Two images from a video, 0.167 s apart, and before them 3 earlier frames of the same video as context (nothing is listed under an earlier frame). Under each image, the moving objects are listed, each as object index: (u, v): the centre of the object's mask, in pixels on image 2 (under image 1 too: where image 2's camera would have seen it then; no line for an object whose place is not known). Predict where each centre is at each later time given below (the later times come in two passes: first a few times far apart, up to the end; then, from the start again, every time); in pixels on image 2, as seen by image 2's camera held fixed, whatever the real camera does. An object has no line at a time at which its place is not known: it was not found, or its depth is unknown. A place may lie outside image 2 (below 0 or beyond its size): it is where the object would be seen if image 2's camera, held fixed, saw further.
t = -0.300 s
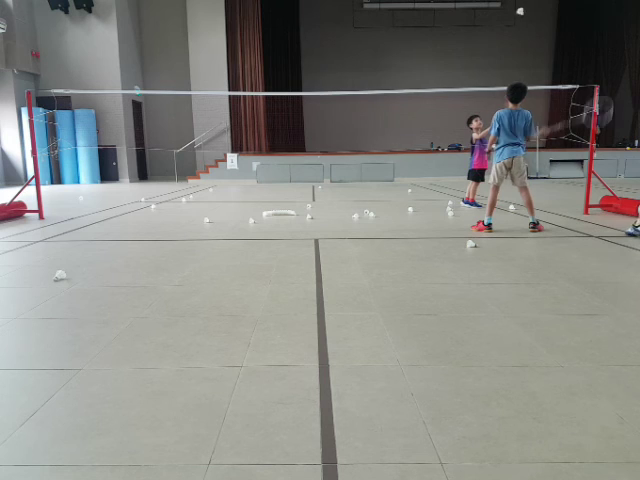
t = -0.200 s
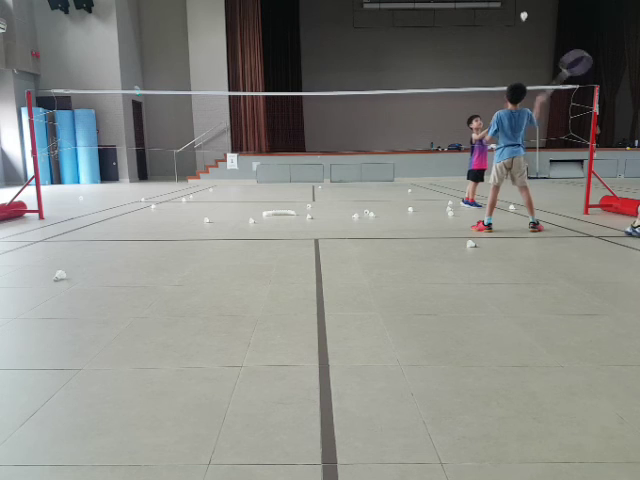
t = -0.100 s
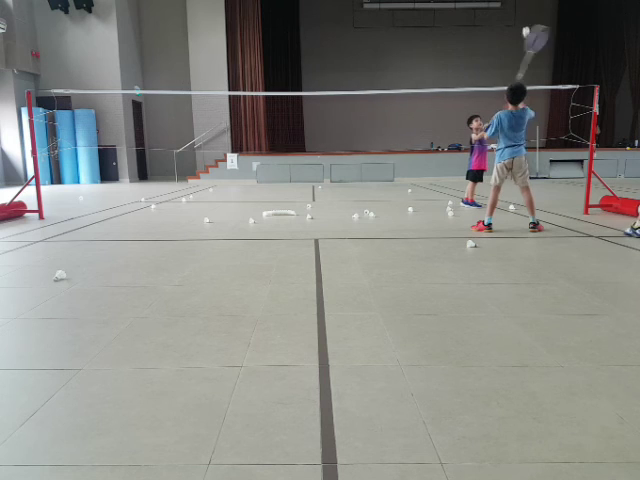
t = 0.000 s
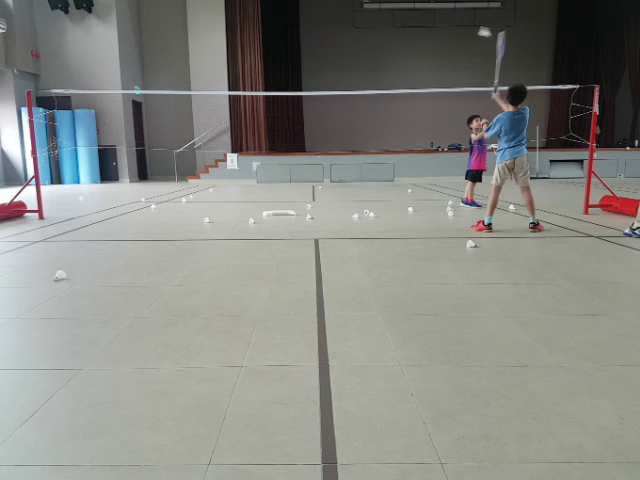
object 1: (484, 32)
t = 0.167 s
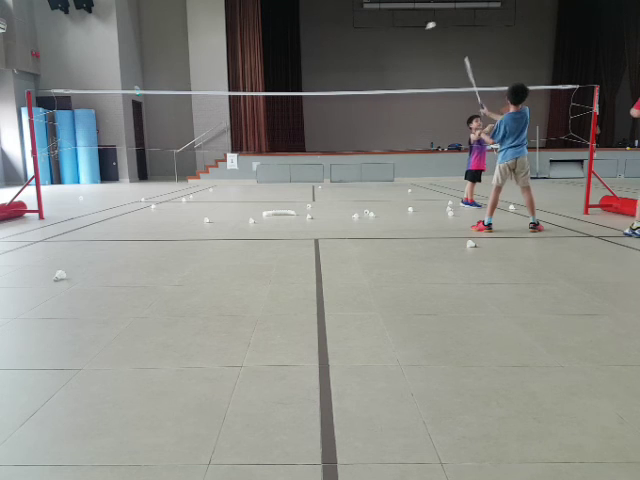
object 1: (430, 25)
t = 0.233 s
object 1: (415, 32)
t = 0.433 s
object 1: (377, 64)
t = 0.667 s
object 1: (351, 118)
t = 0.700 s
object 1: (348, 127)
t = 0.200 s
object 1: (422, 28)
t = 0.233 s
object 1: (415, 32)
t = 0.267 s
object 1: (407, 37)
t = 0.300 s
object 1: (401, 42)
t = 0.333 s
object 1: (394, 47)
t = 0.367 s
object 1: (388, 52)
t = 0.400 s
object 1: (383, 58)
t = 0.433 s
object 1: (377, 64)
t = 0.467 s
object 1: (373, 71)
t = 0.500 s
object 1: (368, 78)
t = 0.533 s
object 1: (364, 85)
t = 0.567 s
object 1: (360, 94)
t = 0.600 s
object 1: (357, 101)
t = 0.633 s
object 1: (354, 110)
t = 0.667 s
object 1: (351, 118)
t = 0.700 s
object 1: (348, 127)
